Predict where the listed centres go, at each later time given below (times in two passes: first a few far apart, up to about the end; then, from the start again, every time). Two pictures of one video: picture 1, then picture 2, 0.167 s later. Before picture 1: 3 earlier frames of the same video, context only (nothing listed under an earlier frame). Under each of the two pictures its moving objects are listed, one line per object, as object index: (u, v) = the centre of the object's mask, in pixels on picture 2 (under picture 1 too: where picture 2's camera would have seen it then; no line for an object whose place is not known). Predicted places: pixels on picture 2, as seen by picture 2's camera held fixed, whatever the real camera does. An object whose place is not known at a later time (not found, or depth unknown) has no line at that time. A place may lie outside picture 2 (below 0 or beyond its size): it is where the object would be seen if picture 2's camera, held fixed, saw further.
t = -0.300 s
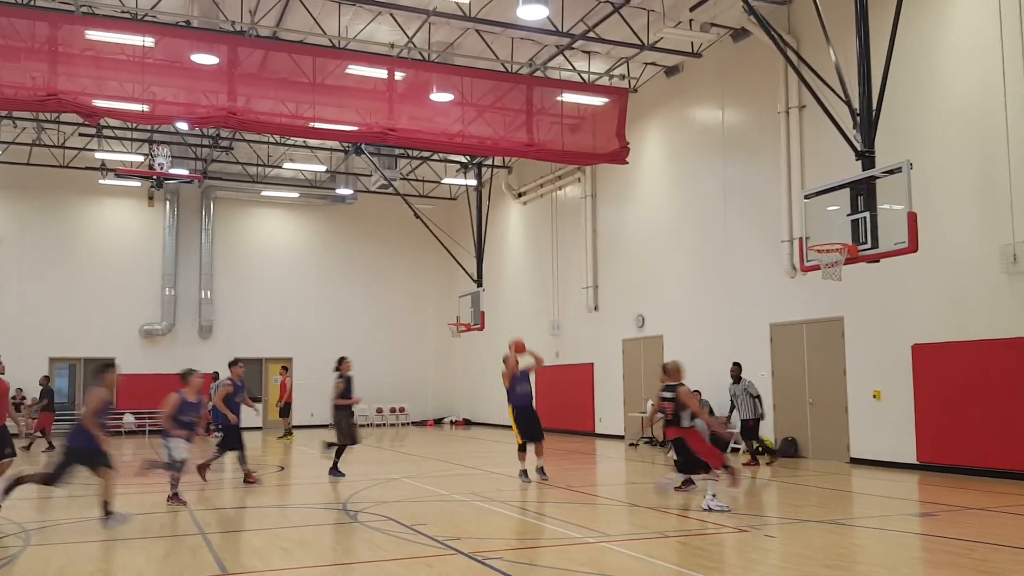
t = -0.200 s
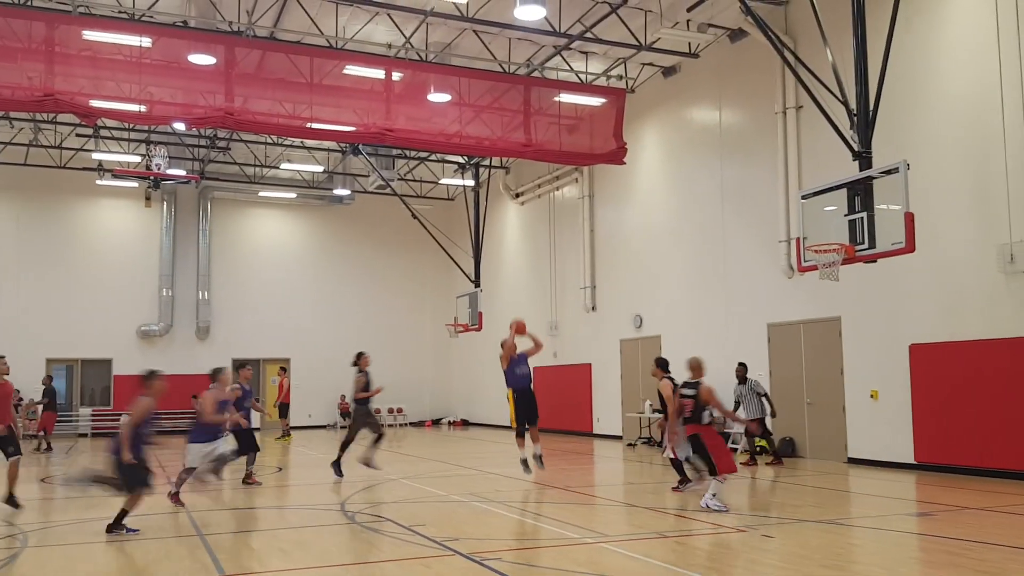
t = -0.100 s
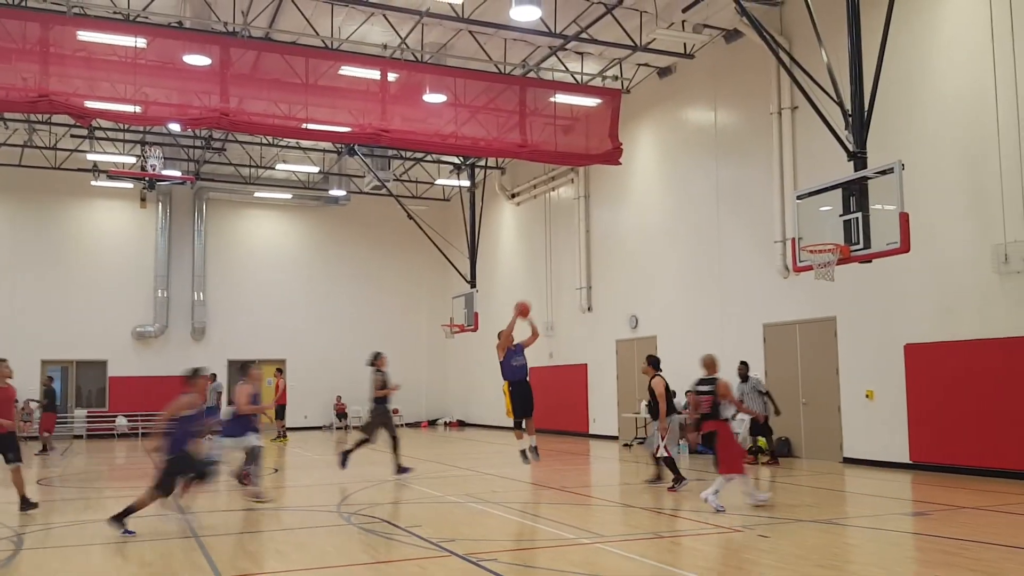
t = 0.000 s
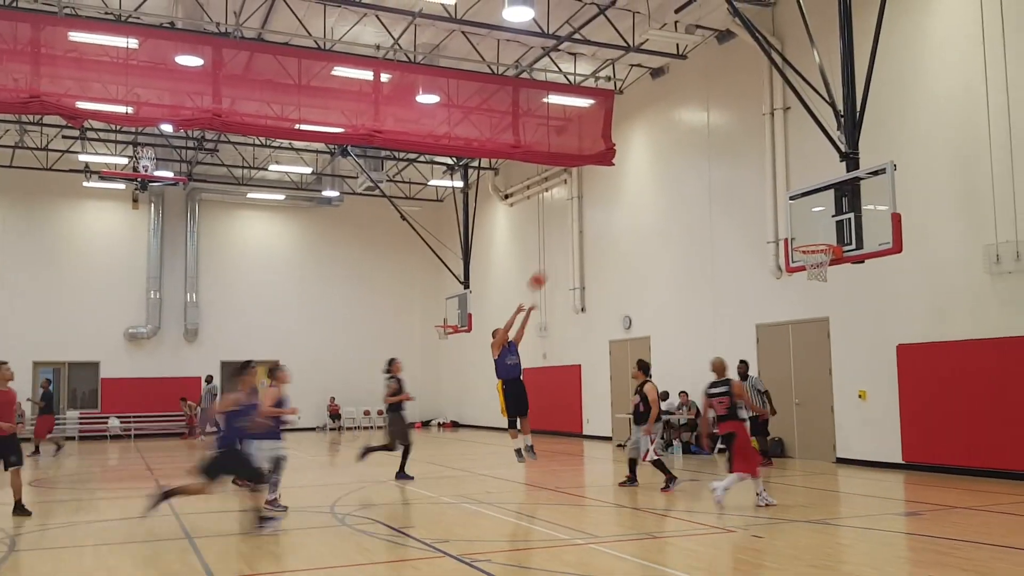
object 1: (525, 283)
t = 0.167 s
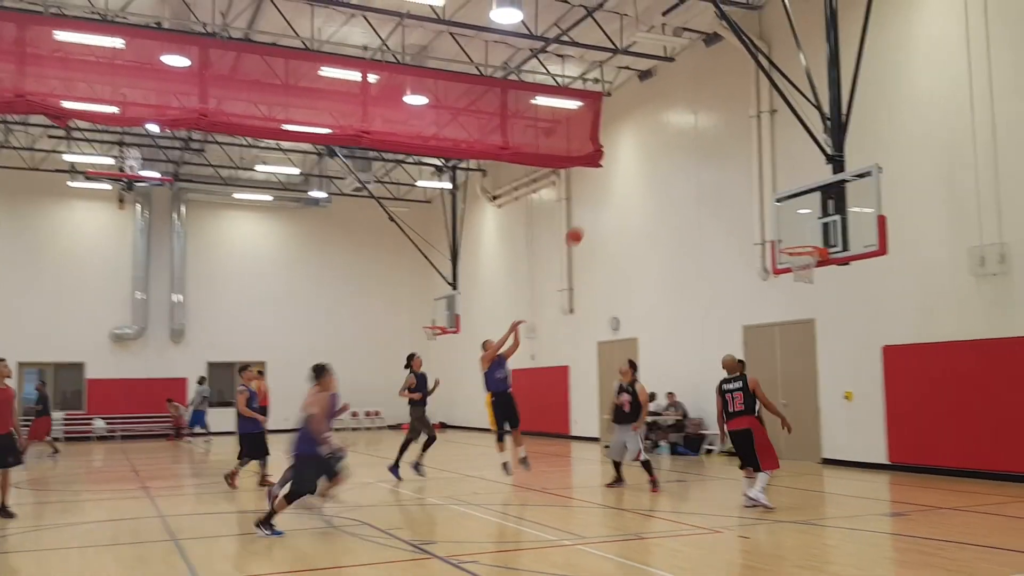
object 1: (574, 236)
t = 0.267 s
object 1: (604, 217)
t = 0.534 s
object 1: (687, 199)
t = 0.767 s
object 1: (765, 225)
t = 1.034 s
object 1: (805, 279)
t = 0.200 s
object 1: (584, 229)
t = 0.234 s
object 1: (594, 223)
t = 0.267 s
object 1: (604, 217)
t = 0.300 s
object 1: (615, 212)
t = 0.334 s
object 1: (625, 208)
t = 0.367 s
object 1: (634, 204)
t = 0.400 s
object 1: (645, 202)
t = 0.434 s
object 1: (656, 200)
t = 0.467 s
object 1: (666, 199)
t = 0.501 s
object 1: (676, 199)
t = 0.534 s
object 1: (687, 199)
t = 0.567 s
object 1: (698, 200)
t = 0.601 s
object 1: (708, 202)
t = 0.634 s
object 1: (720, 205)
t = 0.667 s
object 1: (731, 209)
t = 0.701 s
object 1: (742, 213)
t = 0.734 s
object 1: (753, 218)
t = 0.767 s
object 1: (765, 225)
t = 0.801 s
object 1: (777, 231)
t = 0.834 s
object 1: (789, 239)
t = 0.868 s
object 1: (799, 245)
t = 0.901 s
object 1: (808, 256)
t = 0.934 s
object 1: (809, 264)
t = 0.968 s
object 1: (809, 272)
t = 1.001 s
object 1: (807, 274)
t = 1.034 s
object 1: (805, 279)
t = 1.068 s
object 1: (804, 282)
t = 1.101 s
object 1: (802, 287)
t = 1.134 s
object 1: (801, 293)
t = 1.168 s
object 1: (799, 299)
